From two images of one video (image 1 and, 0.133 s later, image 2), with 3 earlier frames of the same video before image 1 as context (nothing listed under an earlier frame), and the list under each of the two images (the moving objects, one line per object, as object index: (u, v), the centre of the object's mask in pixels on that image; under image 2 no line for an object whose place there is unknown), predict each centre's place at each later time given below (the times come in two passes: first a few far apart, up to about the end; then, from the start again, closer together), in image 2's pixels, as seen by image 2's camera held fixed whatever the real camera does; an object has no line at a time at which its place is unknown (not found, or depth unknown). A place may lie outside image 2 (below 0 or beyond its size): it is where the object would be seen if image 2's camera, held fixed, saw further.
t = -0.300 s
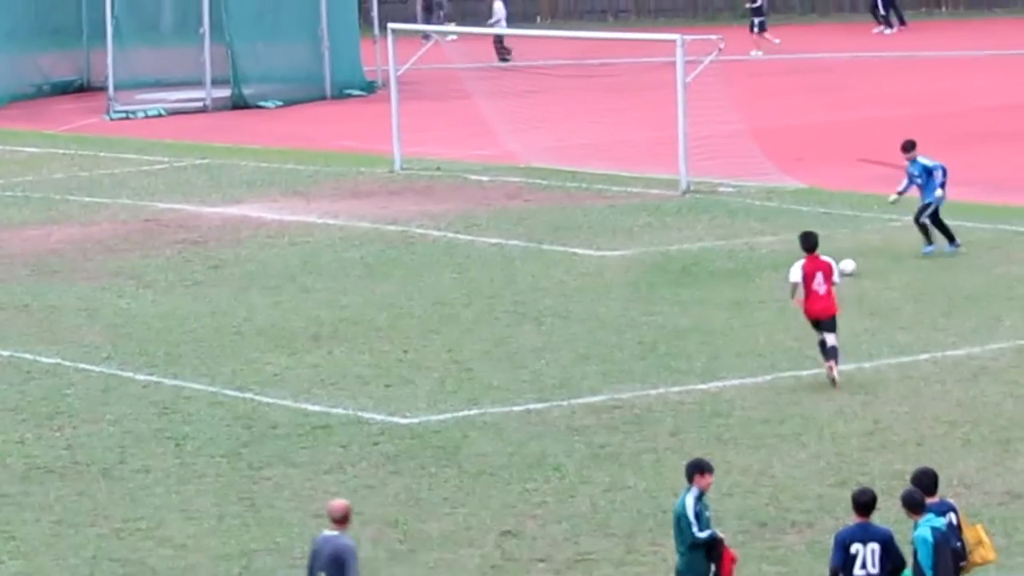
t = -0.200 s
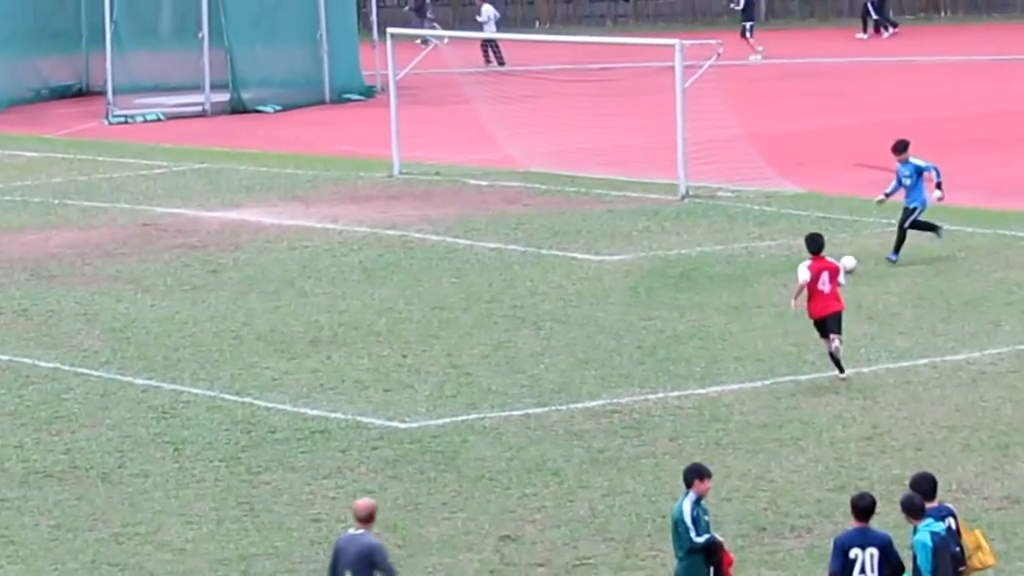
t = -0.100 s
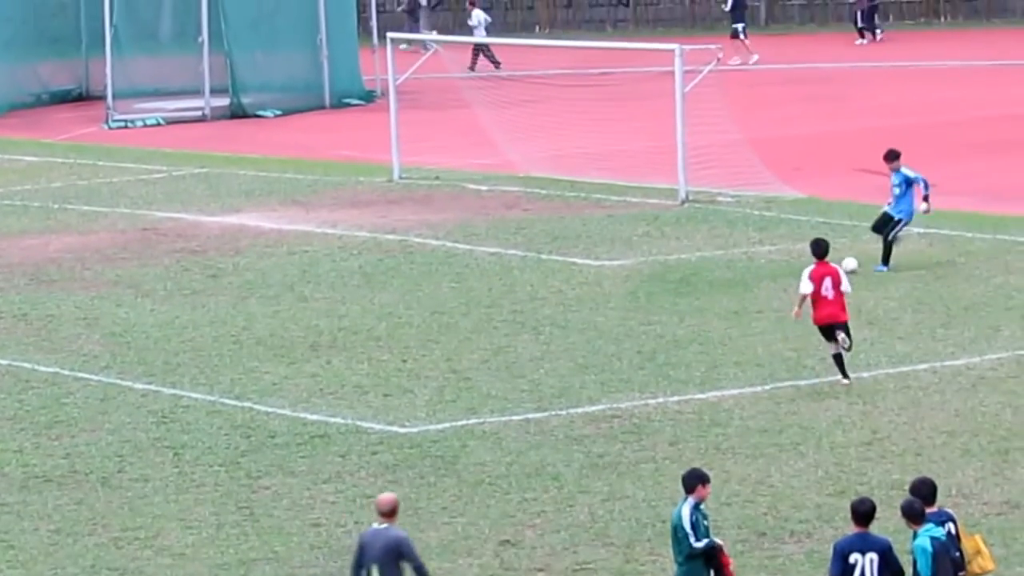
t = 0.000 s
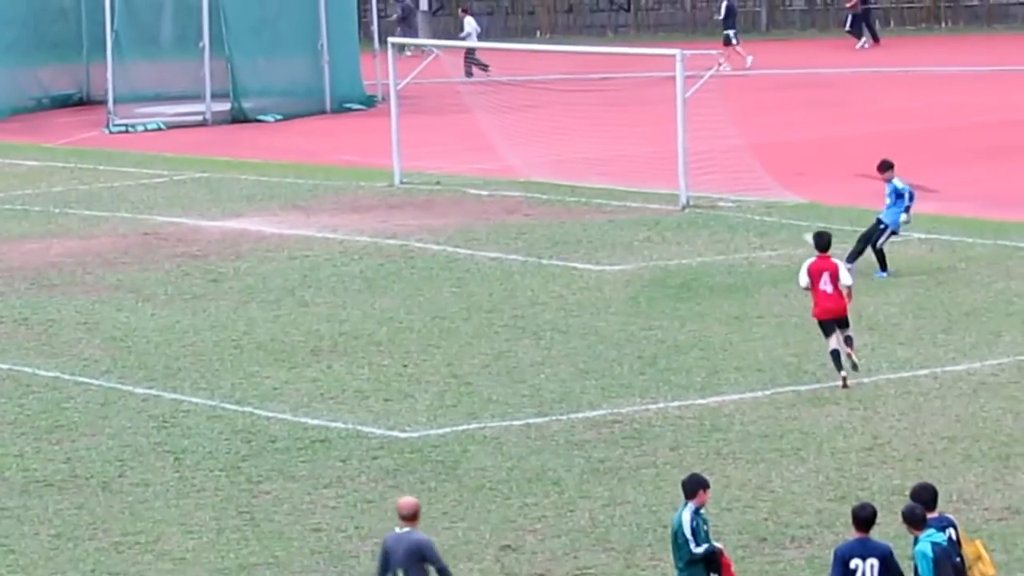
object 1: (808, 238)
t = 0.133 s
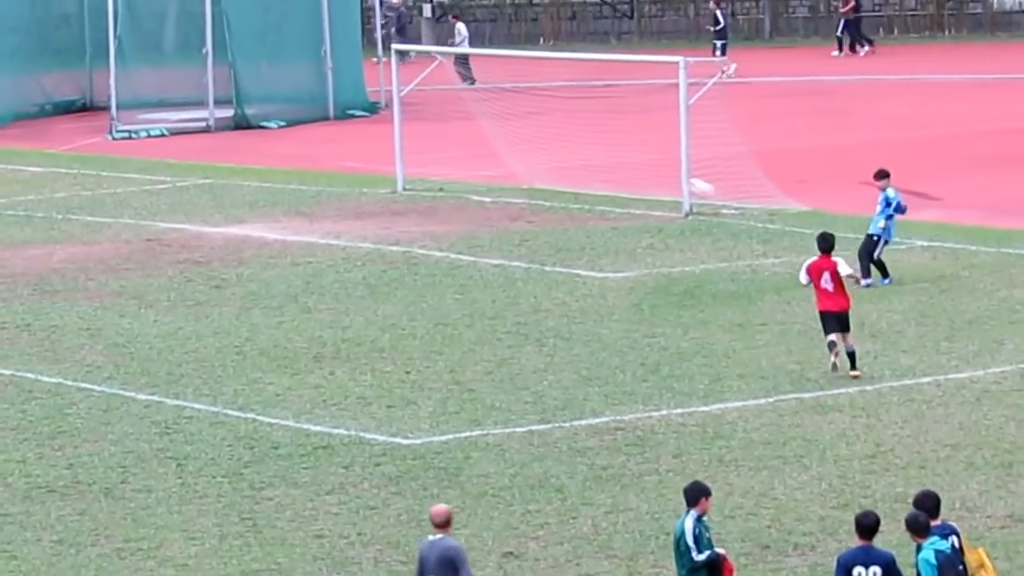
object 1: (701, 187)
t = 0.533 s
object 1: (334, 44)
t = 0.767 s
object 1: (108, -3)
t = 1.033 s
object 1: (-166, -20)
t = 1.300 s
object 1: (-485, 12)
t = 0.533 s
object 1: (334, 44)
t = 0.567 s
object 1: (302, 36)
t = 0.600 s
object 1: (271, 28)
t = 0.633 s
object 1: (239, 21)
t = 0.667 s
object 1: (206, 14)
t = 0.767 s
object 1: (108, -3)
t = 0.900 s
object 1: (-25, -17)
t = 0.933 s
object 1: (-61, -18)
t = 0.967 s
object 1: (-93, -21)
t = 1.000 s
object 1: (-128, -20)
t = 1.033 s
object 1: (-166, -20)
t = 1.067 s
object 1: (-204, -18)
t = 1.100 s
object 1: (-242, -16)
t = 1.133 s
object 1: (-282, -13)
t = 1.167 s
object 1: (-320, -9)
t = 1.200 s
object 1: (-359, -6)
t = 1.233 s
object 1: (-400, -1)
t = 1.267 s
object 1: (-440, 6)
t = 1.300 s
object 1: (-485, 12)
